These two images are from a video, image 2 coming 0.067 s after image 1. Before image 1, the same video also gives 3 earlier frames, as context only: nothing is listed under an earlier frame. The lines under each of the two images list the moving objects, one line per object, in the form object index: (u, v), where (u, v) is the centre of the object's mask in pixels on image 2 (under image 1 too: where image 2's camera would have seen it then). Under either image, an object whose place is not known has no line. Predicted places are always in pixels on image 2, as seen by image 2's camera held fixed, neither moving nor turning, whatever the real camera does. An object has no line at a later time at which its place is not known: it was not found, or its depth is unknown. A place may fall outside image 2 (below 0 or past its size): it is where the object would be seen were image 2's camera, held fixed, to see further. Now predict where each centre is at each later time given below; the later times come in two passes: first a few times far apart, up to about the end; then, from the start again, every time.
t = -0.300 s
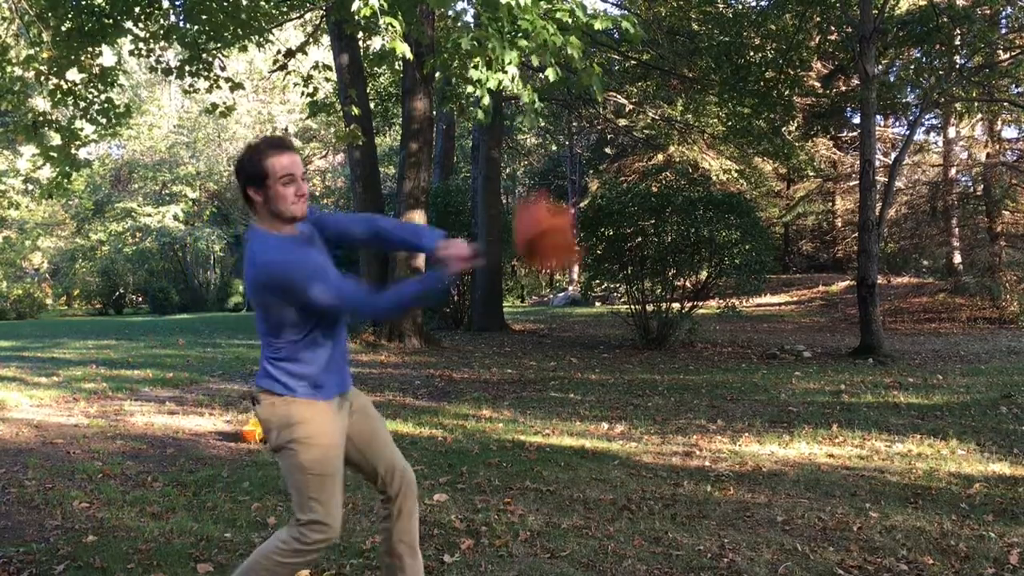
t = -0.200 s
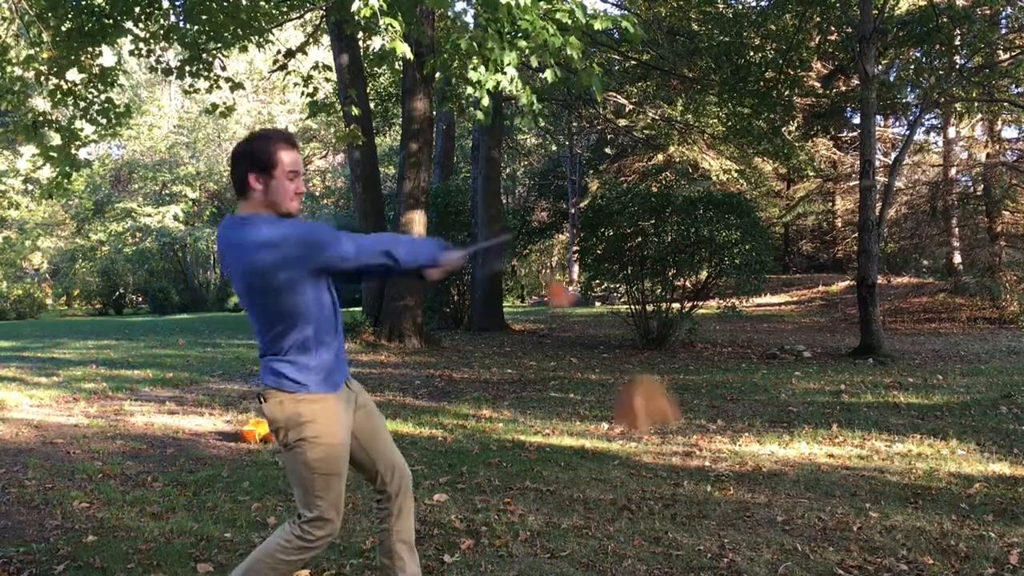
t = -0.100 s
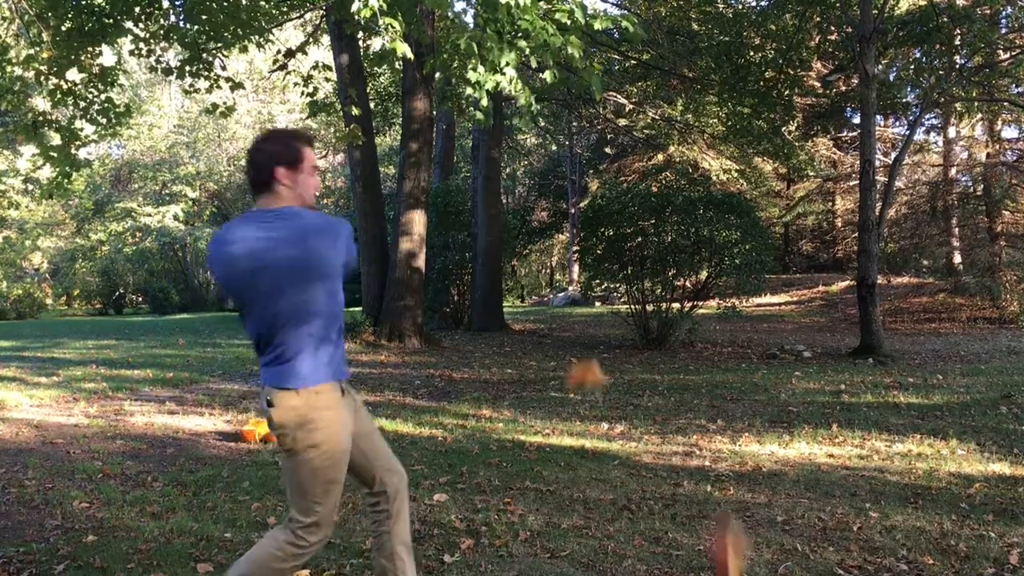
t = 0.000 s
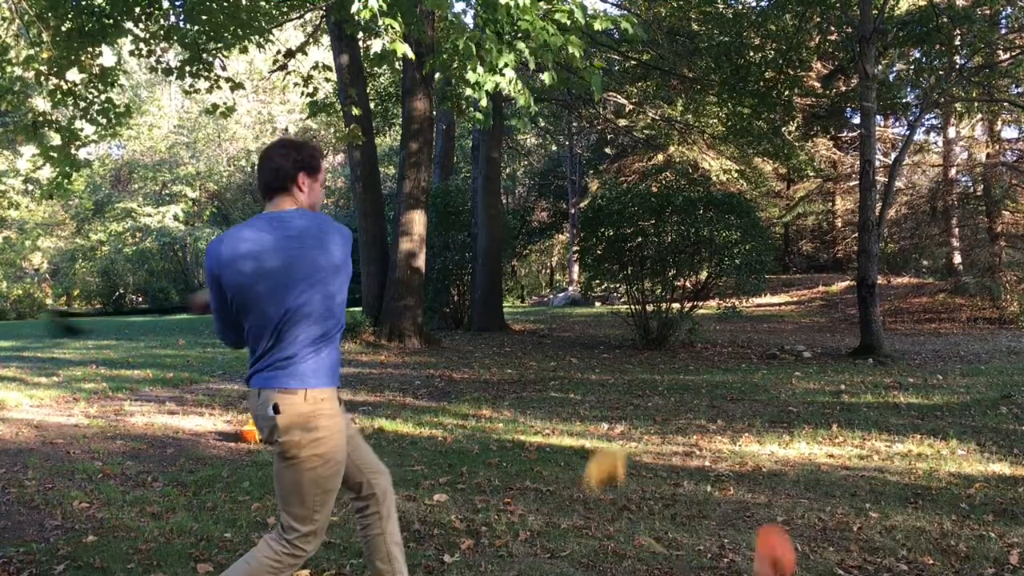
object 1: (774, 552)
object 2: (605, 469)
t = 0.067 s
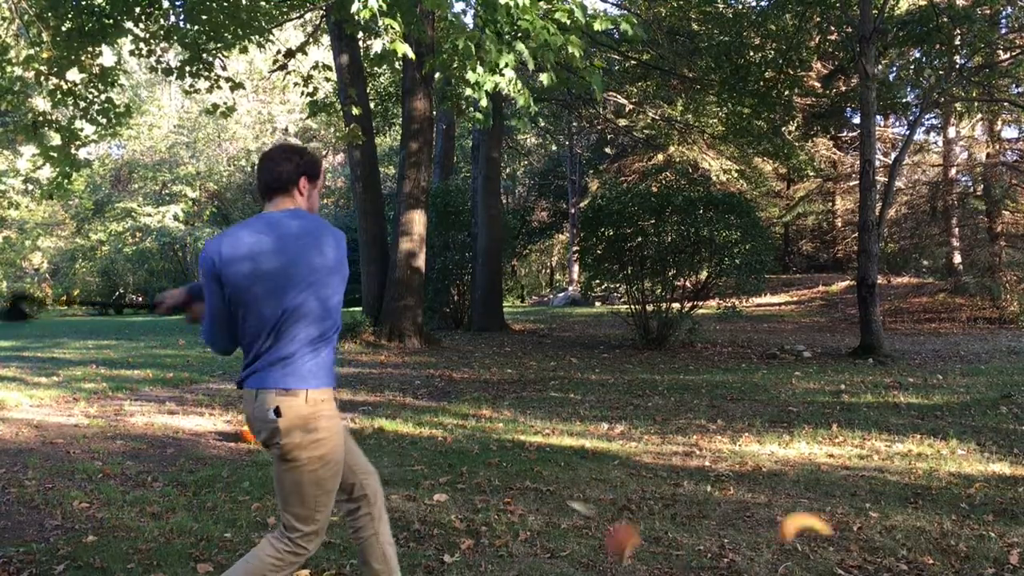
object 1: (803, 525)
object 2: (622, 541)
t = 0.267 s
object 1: (875, 527)
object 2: (660, 557)
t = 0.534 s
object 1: (944, 527)
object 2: (674, 569)
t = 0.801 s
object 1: (988, 531)
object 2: (674, 568)
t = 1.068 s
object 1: (1011, 526)
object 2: (674, 568)
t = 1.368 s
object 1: (1005, 529)
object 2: (674, 568)
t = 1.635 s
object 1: (1005, 531)
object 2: (674, 568)
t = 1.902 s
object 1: (1004, 530)
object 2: (674, 568)
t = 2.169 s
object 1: (1004, 531)
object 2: (677, 568)
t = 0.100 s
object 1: (810, 516)
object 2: (630, 569)
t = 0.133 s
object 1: (821, 513)
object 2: (634, 570)
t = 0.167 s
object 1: (834, 511)
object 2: (643, 566)
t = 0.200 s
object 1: (848, 513)
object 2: (646, 563)
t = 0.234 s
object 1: (861, 521)
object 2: (654, 558)
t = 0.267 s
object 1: (875, 527)
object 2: (660, 557)
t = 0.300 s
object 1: (884, 536)
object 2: (663, 559)
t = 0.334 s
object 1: (889, 542)
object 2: (668, 565)
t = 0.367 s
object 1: (897, 534)
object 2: (670, 569)
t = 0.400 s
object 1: (911, 528)
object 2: (673, 568)
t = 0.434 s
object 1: (922, 527)
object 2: (675, 568)
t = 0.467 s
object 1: (926, 527)
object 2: (675, 568)
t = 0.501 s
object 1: (932, 524)
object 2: (674, 568)
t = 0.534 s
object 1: (944, 527)
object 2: (674, 569)
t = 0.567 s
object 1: (954, 535)
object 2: (674, 569)
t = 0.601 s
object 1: (961, 535)
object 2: (674, 568)
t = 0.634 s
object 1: (962, 529)
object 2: (674, 568)
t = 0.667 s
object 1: (967, 524)
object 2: (674, 568)
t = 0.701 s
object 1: (973, 523)
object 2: (674, 568)
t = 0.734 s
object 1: (979, 525)
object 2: (674, 568)
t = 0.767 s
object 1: (984, 528)
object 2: (674, 568)
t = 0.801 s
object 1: (988, 531)
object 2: (674, 568)
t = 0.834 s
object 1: (993, 532)
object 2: (674, 568)
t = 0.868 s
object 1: (998, 529)
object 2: (674, 568)
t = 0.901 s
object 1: (1002, 527)
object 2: (674, 568)
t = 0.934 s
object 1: (1005, 526)
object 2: (674, 568)
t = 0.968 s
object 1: (1008, 527)
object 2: (674, 568)
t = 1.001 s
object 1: (1009, 526)
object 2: (674, 568)
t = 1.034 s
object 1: (1010, 527)
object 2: (674, 568)
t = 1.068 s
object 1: (1011, 526)
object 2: (674, 568)
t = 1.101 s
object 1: (1009, 527)
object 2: (674, 568)
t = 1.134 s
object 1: (1008, 528)
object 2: (674, 568)
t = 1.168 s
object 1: (1006, 527)
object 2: (674, 568)
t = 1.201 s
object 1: (1006, 526)
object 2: (674, 568)
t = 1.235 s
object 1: (1005, 526)
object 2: (674, 568)
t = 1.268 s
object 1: (1005, 526)
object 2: (674, 568)
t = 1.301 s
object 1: (1004, 526)
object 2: (674, 568)
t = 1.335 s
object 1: (1003, 527)
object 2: (674, 568)
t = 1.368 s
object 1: (1005, 529)
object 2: (674, 568)
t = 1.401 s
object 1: (1004, 529)
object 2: (674, 568)
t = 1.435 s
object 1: (1004, 530)
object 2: (674, 568)
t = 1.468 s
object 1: (1003, 530)
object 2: (674, 568)
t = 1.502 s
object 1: (1004, 530)
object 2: (674, 568)
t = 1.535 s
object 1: (1003, 530)
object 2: (674, 568)
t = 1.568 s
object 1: (1004, 530)
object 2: (674, 568)
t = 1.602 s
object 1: (1004, 531)
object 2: (674, 568)
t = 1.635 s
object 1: (1005, 531)
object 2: (674, 568)
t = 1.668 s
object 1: (1005, 531)
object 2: (674, 568)
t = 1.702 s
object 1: (1005, 530)
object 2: (674, 568)
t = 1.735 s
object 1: (1005, 530)
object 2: (674, 568)
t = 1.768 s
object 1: (1005, 531)
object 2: (674, 568)
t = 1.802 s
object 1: (1004, 531)
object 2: (674, 568)
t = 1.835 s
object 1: (1004, 531)
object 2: (674, 568)
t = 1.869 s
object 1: (1004, 530)
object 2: (674, 568)
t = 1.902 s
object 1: (1004, 530)
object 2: (674, 568)
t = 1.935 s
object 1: (1004, 531)
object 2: (675, 568)
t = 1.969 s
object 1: (1004, 531)
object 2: (674, 568)
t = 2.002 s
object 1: (1004, 531)
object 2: (674, 568)
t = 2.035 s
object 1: (1004, 531)
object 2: (675, 568)
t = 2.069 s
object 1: (1005, 530)
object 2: (675, 568)
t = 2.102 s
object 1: (1004, 530)
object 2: (676, 568)
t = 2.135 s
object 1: (1004, 530)
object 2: (676, 568)
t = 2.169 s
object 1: (1004, 531)
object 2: (677, 568)
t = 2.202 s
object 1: (1004, 531)
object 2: (677, 568)
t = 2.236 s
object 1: (1004, 530)
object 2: (677, 568)
